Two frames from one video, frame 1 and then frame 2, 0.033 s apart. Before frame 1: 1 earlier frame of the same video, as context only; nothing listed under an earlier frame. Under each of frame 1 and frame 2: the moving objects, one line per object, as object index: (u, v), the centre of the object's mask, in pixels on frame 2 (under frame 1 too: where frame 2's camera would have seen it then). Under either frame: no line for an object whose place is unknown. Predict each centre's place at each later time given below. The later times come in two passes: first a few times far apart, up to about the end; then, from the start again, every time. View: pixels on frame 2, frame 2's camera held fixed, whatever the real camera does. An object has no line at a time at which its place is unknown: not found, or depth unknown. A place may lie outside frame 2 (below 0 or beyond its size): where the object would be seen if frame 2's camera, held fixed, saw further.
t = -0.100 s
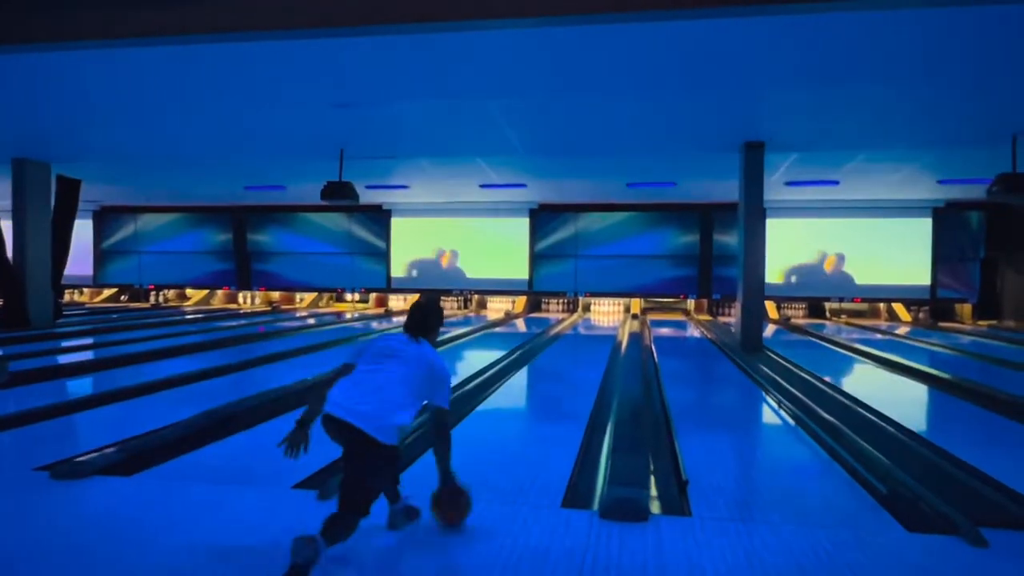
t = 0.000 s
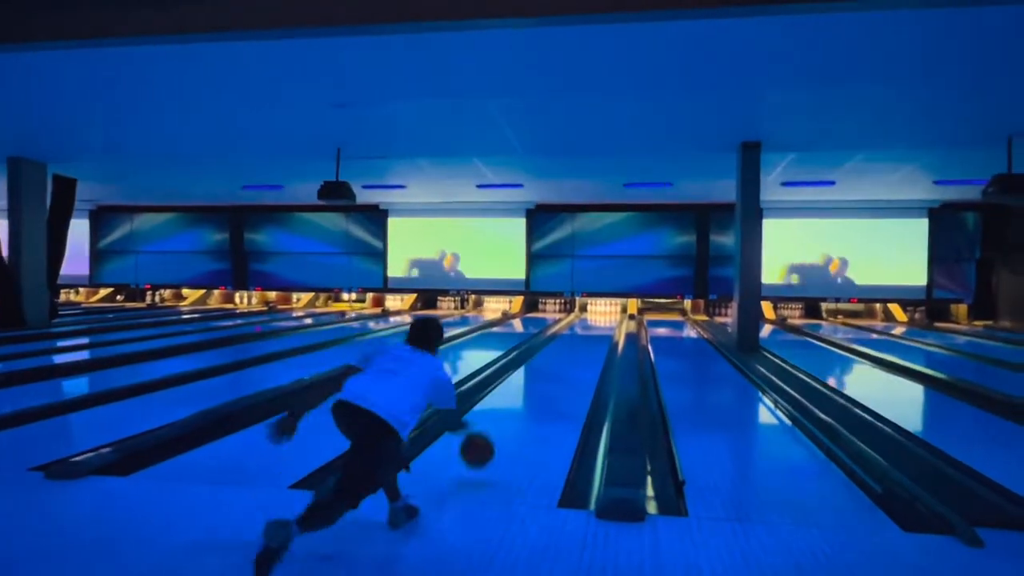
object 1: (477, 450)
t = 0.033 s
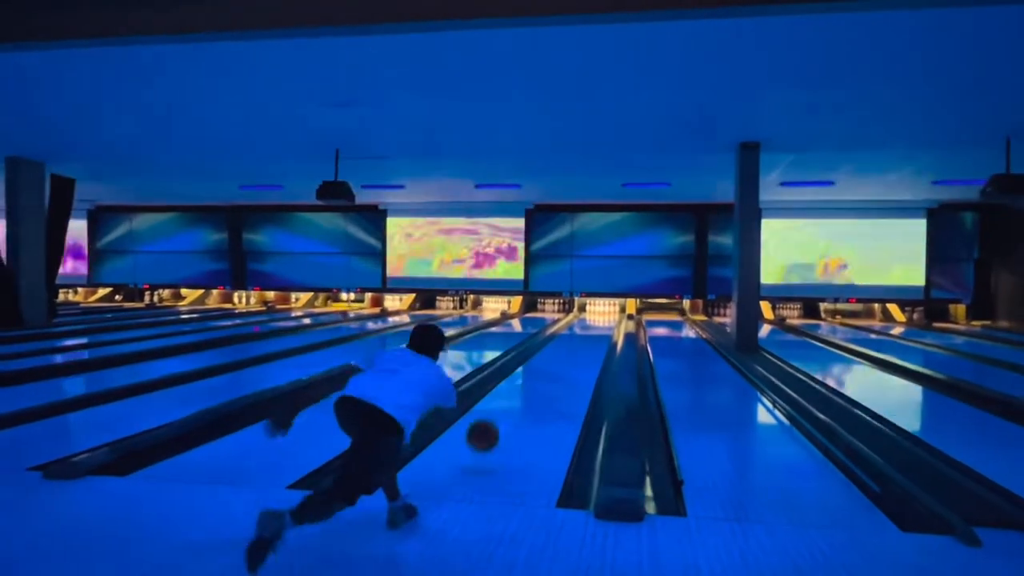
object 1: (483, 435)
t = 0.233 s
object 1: (511, 400)
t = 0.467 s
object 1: (533, 380)
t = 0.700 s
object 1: (546, 362)
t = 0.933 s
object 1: (555, 348)
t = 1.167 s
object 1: (561, 339)
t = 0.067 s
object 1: (488, 424)
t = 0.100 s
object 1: (494, 415)
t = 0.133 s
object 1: (498, 409)
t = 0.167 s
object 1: (503, 404)
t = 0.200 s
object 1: (507, 401)
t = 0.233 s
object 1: (511, 400)
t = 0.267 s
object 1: (514, 400)
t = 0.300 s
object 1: (517, 401)
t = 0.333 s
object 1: (520, 395)
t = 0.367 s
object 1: (523, 391)
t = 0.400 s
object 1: (526, 388)
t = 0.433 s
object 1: (528, 384)
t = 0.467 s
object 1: (533, 380)
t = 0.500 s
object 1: (535, 377)
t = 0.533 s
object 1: (537, 374)
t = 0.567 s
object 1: (540, 371)
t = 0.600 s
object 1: (541, 368)
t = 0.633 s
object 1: (543, 366)
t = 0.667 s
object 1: (544, 364)
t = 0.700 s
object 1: (546, 362)
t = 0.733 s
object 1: (548, 359)
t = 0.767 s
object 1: (549, 358)
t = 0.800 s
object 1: (550, 356)
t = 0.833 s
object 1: (551, 354)
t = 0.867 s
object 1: (553, 353)
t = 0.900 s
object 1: (554, 351)
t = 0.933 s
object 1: (555, 348)
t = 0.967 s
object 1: (556, 347)
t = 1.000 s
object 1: (557, 346)
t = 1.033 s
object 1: (558, 345)
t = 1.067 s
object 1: (559, 344)
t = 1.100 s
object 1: (560, 342)
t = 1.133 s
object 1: (561, 341)
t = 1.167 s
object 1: (561, 339)
